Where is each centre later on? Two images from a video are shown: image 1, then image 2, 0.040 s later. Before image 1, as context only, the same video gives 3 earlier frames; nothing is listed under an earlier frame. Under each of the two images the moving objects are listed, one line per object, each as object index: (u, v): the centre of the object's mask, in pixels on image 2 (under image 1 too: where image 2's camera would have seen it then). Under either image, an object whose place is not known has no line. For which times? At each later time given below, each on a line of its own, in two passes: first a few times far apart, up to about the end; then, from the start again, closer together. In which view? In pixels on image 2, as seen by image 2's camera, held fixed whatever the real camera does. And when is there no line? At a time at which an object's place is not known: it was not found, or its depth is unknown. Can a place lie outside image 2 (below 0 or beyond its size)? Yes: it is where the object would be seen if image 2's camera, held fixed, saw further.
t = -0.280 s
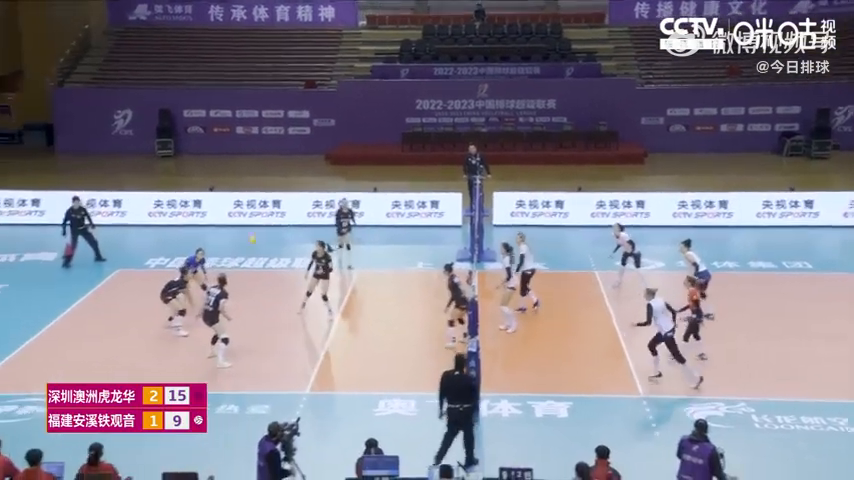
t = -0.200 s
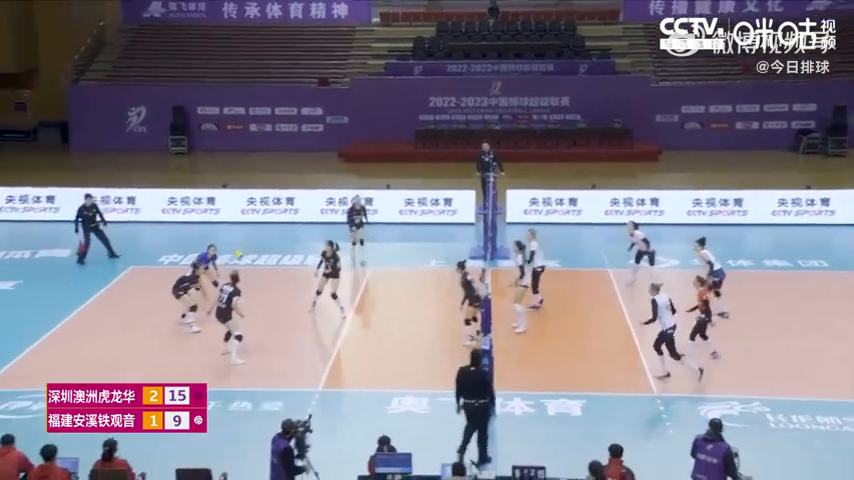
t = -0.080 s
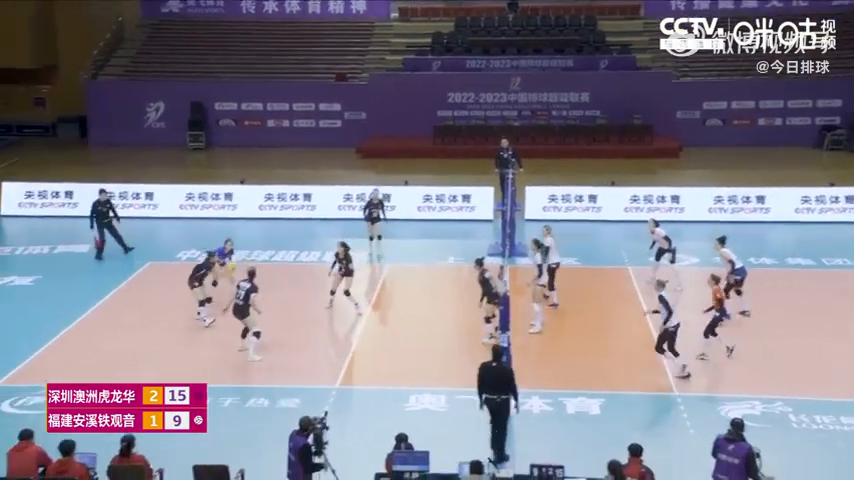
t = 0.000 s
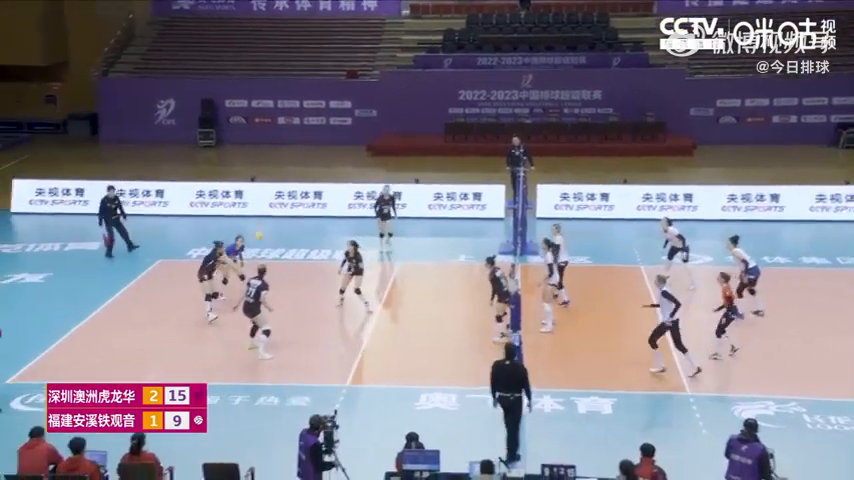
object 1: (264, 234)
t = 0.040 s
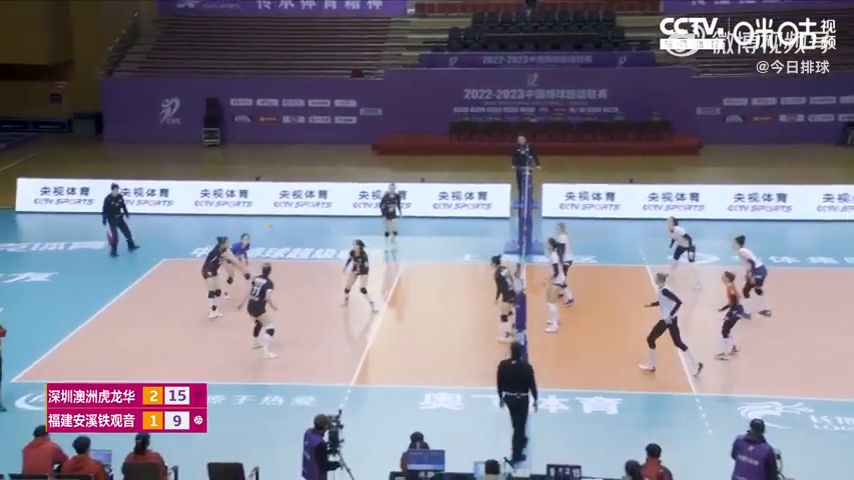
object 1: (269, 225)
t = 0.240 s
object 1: (307, 174)
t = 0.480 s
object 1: (353, 142)
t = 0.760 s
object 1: (406, 141)
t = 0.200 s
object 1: (300, 181)
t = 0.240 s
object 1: (307, 174)
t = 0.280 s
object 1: (315, 167)
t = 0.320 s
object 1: (322, 160)
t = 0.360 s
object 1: (330, 154)
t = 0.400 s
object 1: (337, 149)
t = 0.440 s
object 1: (346, 146)
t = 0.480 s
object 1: (353, 142)
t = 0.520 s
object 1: (360, 140)
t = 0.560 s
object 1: (368, 138)
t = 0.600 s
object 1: (376, 137)
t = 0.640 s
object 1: (383, 137)
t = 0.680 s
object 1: (390, 137)
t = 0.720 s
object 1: (398, 139)
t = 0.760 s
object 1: (406, 141)
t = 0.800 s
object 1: (413, 144)
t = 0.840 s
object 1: (420, 148)
